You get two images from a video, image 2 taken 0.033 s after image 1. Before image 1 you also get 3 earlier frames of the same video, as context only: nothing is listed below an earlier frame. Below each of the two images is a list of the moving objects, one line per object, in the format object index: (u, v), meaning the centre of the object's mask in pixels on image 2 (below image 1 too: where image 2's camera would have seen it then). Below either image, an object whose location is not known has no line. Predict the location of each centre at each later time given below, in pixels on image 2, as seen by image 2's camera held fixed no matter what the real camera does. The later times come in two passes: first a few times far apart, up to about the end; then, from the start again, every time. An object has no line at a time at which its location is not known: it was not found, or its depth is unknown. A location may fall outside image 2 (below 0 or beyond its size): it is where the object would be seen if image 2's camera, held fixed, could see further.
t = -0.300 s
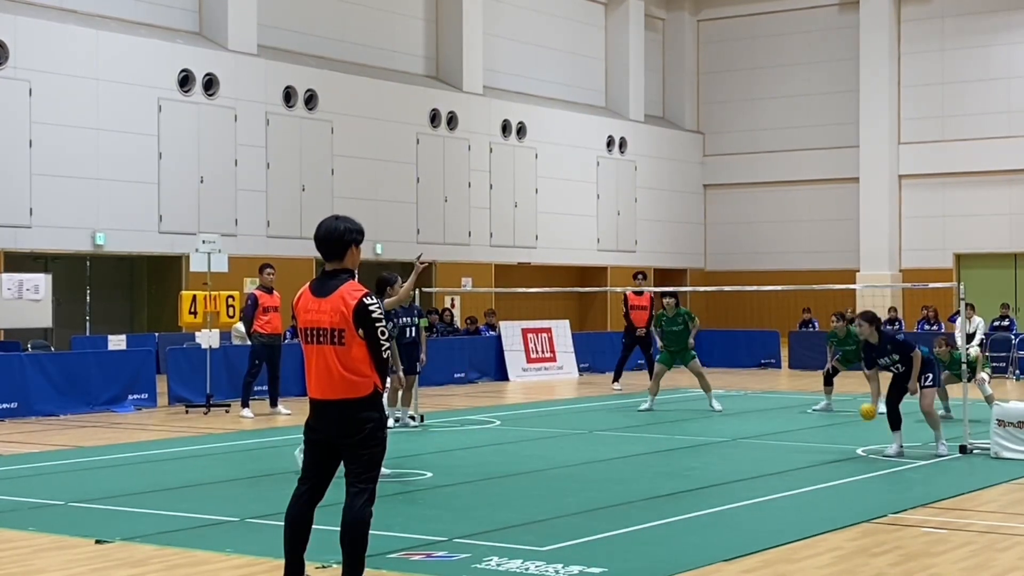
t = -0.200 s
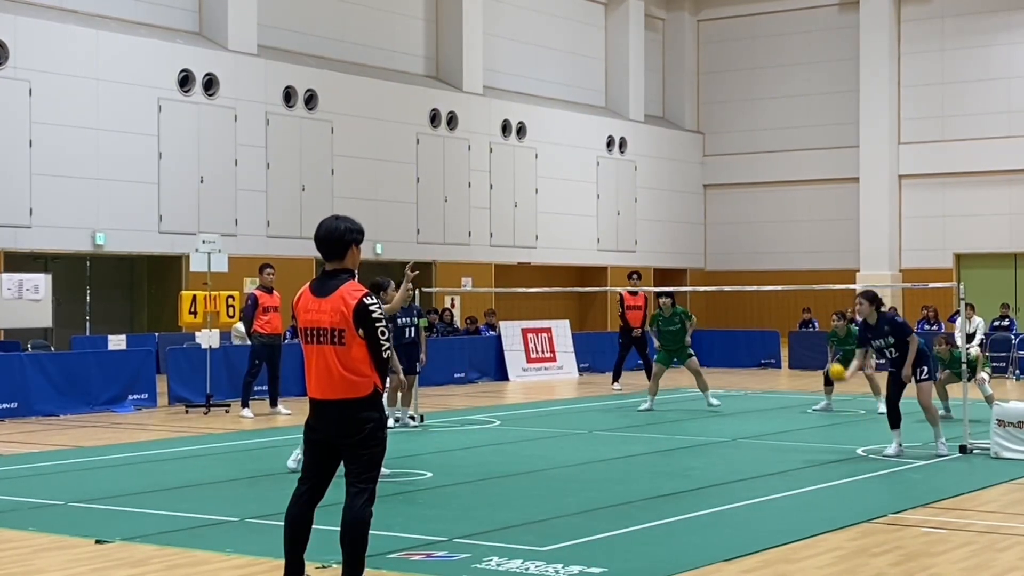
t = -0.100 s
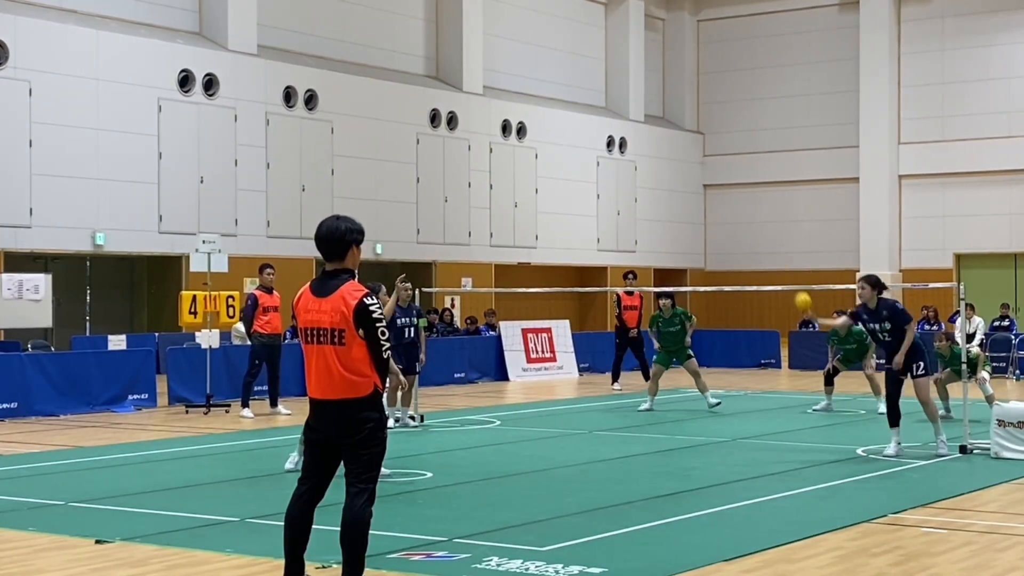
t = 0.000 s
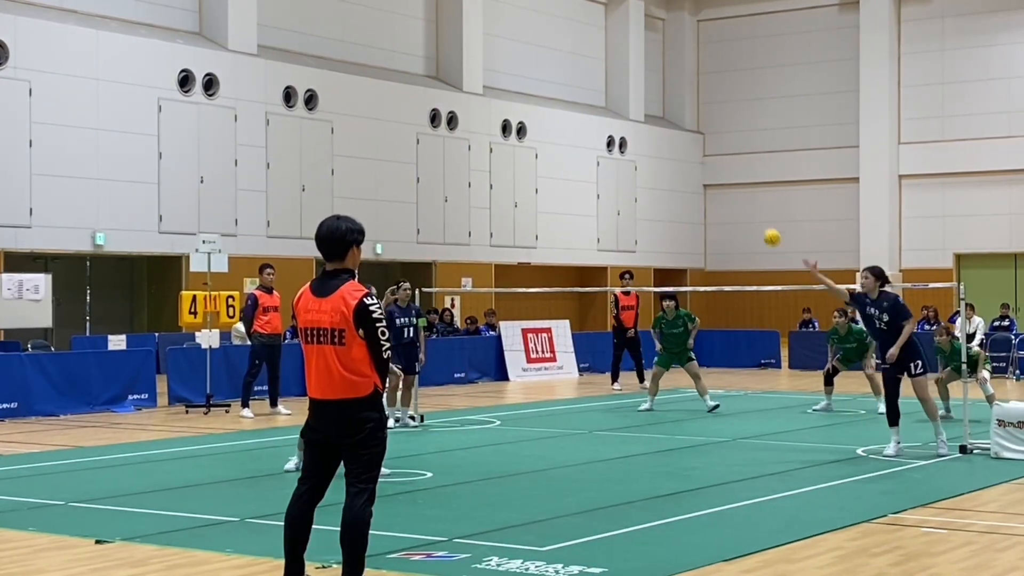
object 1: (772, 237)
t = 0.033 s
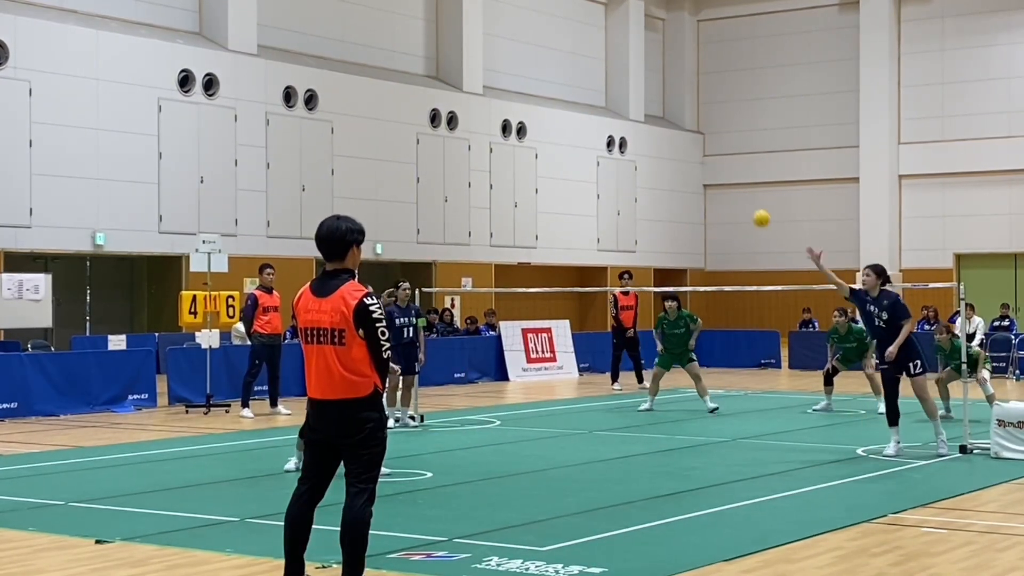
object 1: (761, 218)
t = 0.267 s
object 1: (690, 124)
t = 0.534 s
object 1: (607, 95)
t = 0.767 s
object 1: (534, 140)
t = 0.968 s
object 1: (471, 233)
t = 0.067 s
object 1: (751, 201)
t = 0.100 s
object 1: (741, 185)
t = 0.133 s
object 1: (731, 170)
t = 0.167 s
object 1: (721, 157)
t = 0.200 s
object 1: (711, 145)
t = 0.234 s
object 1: (700, 133)
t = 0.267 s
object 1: (690, 124)
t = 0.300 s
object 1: (680, 116)
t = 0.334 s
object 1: (669, 109)
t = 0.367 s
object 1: (659, 103)
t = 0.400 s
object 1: (649, 99)
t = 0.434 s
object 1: (639, 96)
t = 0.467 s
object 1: (628, 94)
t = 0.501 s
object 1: (618, 94)
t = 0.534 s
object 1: (607, 95)
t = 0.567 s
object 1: (597, 97)
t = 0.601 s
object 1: (587, 101)
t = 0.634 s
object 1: (576, 106)
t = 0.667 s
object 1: (566, 112)
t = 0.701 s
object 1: (555, 121)
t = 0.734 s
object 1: (545, 129)
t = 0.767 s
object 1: (534, 140)
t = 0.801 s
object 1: (524, 152)
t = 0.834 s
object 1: (513, 166)
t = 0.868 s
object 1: (503, 180)
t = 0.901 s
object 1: (493, 197)
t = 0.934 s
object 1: (482, 214)
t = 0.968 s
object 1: (471, 233)
